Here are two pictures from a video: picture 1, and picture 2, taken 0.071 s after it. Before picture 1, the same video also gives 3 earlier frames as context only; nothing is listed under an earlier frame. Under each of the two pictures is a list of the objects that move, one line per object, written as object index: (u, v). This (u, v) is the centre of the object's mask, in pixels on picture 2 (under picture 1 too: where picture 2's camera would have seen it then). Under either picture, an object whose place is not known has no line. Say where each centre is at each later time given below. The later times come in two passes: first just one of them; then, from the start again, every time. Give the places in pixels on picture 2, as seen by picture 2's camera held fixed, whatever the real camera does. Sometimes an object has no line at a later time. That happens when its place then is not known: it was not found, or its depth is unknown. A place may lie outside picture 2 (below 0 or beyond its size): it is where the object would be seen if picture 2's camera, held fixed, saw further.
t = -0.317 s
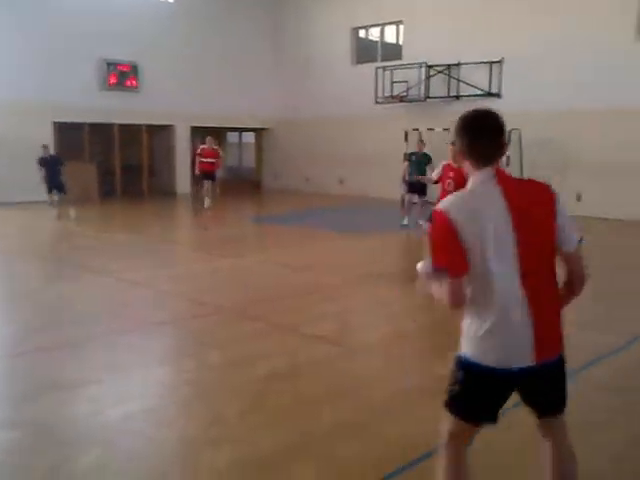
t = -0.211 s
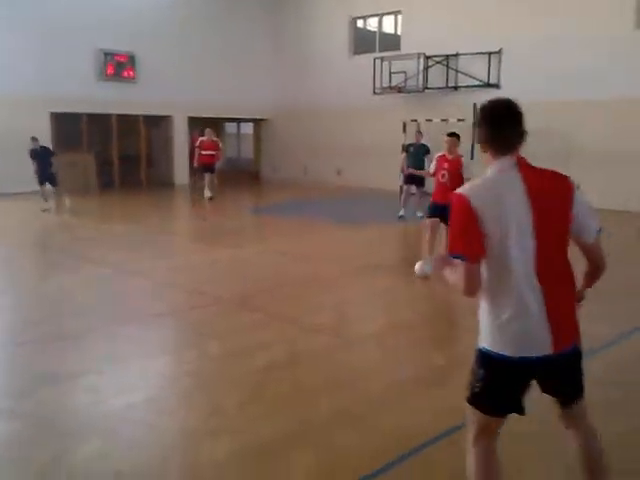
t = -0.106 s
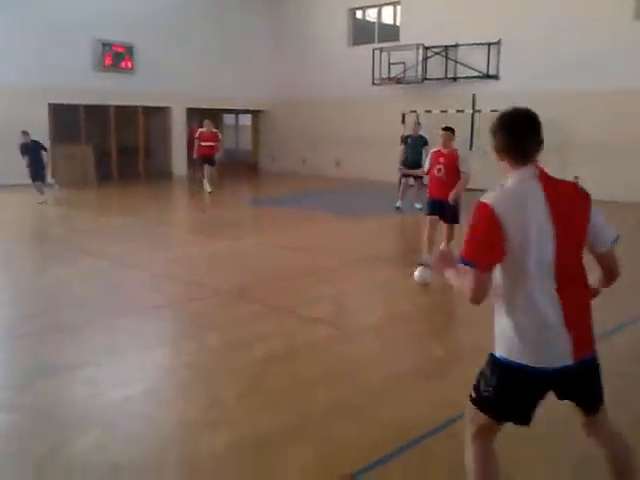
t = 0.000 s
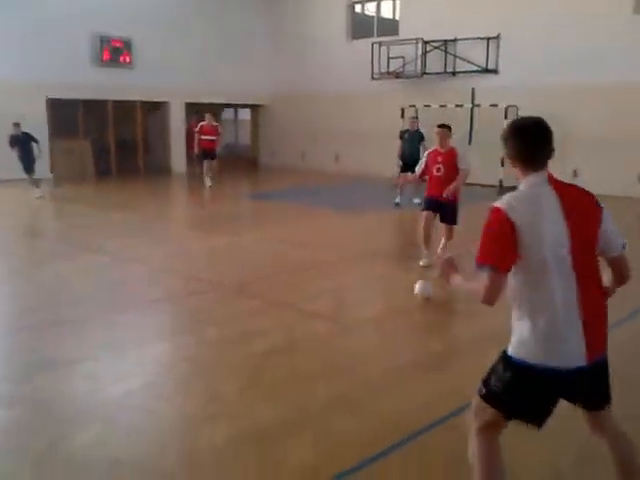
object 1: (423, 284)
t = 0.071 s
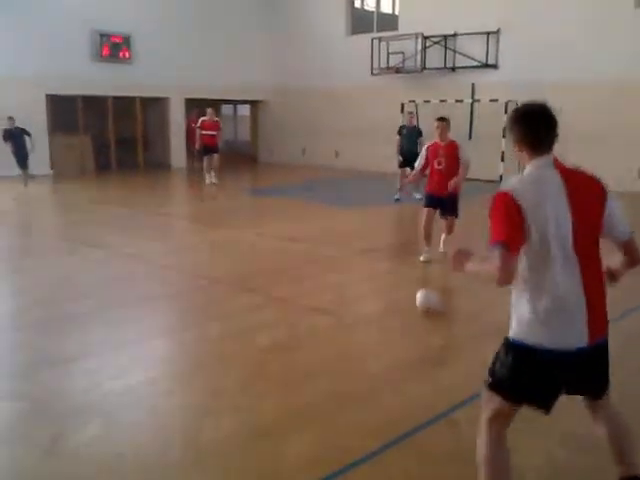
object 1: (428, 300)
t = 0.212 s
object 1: (431, 335)
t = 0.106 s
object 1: (429, 308)
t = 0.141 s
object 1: (430, 316)
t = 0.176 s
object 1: (431, 325)
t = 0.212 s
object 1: (431, 335)
